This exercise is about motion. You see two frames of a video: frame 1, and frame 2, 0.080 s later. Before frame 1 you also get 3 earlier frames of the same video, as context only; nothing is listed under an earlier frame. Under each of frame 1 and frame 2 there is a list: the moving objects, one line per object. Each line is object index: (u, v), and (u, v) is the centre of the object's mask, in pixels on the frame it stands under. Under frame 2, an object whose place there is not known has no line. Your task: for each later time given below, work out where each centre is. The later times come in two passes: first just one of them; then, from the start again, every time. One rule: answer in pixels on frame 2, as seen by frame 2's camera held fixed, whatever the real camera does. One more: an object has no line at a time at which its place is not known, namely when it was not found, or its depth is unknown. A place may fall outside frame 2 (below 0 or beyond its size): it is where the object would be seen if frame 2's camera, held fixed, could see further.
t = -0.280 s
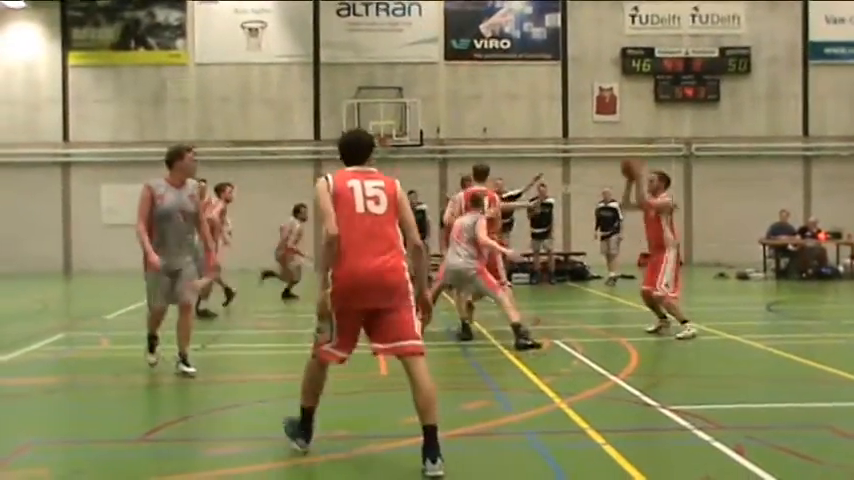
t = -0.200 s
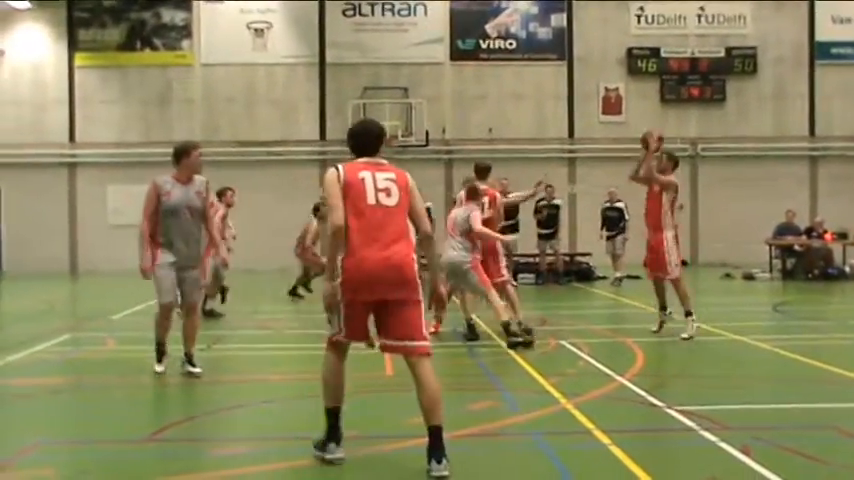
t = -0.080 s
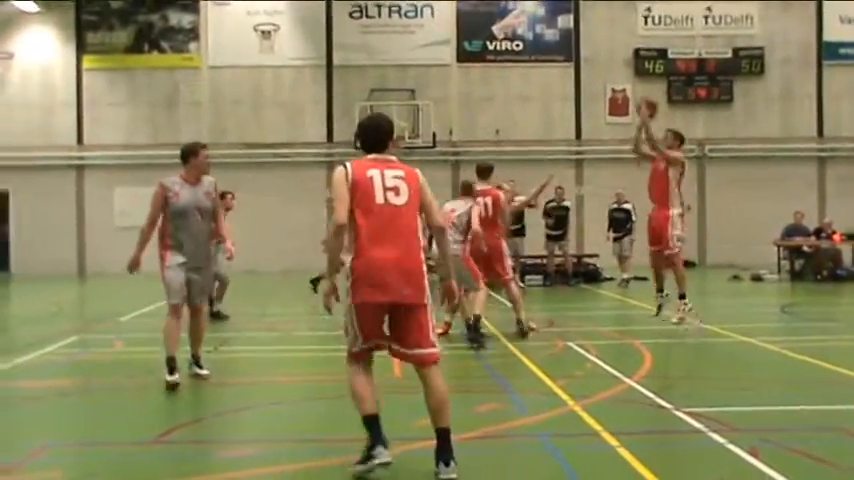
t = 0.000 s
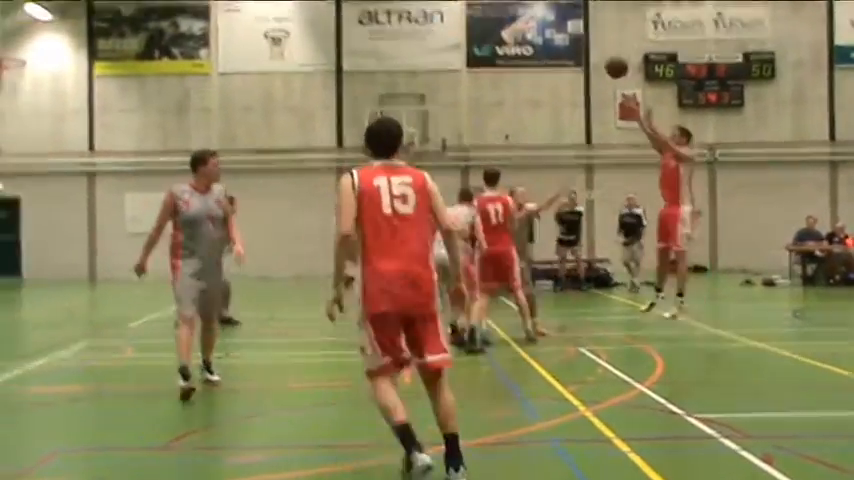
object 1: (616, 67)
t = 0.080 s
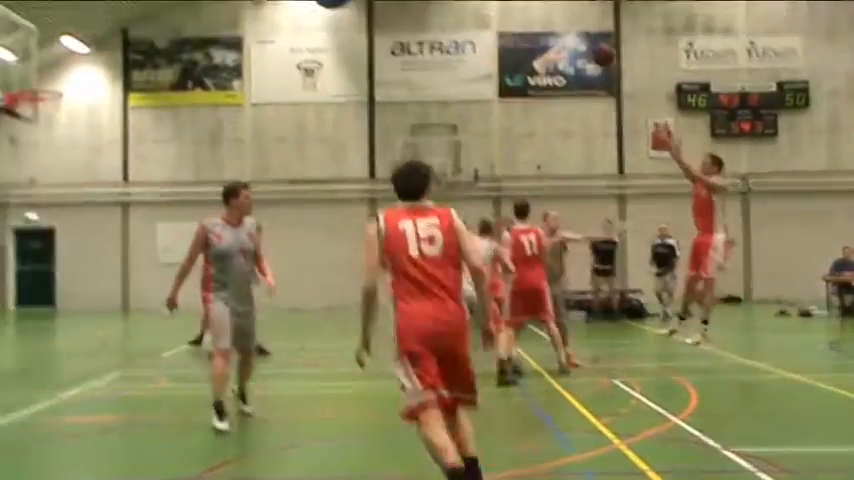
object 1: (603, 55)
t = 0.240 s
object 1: (513, -9)
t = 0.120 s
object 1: (579, 38)
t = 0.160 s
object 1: (556, 20)
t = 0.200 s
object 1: (533, 5)
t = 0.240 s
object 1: (513, -9)
